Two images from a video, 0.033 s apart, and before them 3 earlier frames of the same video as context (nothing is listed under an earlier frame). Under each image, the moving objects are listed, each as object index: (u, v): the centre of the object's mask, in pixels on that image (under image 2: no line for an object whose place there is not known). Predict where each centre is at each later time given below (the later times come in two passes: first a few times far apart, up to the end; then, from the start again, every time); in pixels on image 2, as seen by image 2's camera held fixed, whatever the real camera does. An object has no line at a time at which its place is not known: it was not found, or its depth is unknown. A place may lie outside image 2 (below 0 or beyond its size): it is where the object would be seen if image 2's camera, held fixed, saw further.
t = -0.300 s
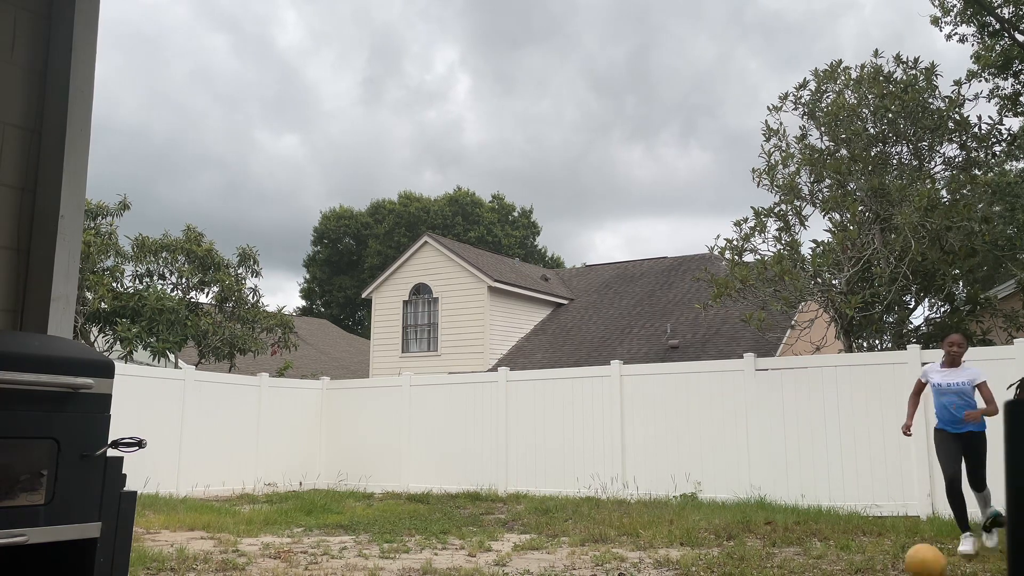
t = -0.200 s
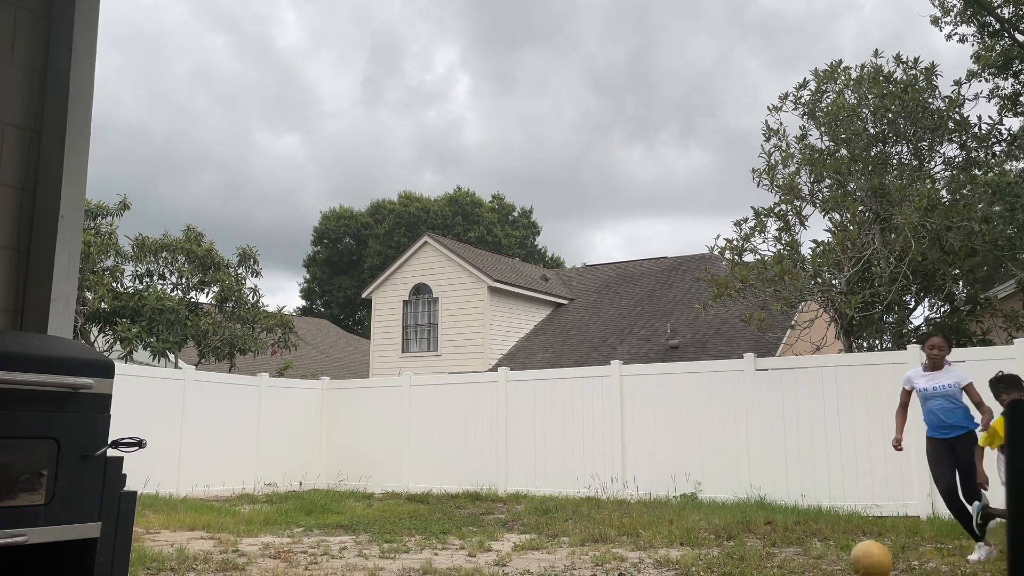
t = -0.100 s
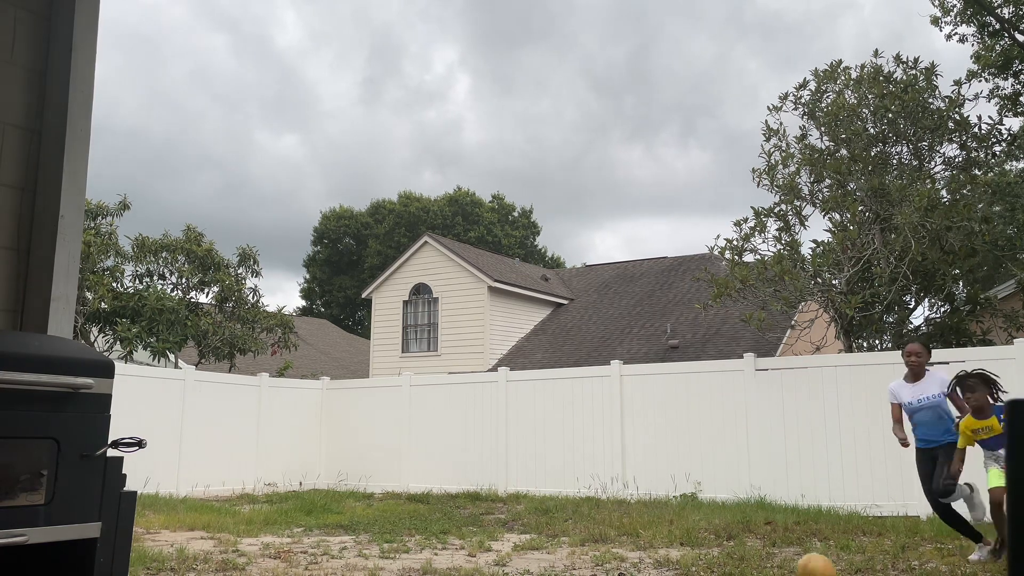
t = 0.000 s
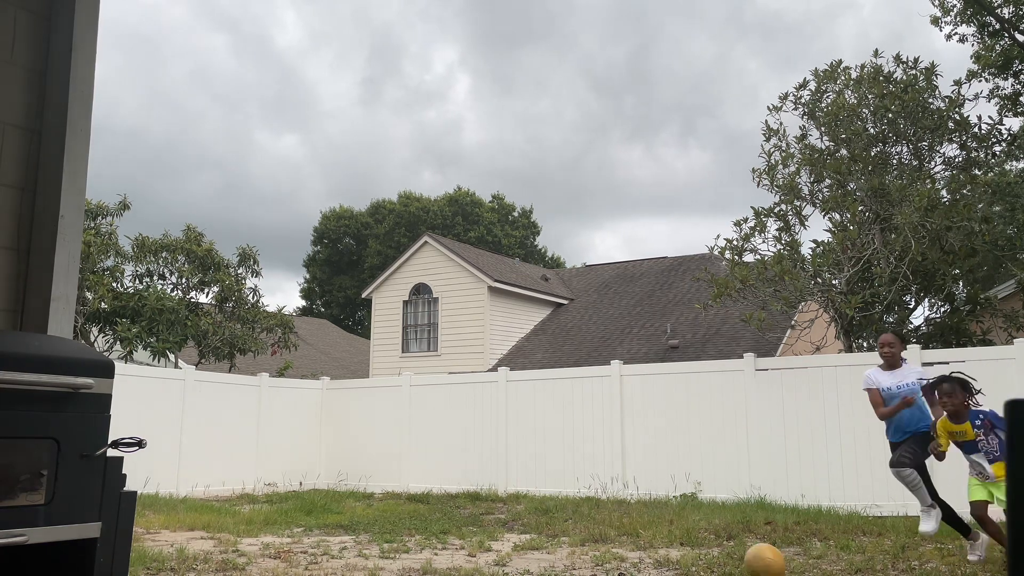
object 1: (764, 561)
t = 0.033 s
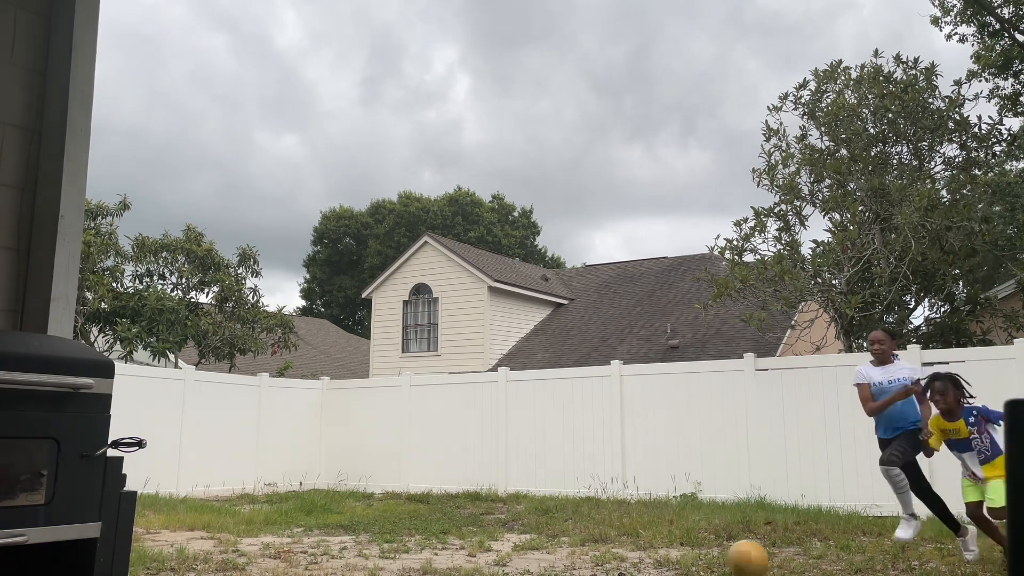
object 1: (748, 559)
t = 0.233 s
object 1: (646, 570)
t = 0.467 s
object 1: (516, 570)
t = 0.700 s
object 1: (414, 553)
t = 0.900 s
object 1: (352, 562)
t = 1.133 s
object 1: (276, 557)
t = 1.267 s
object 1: (236, 562)
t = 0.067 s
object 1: (731, 558)
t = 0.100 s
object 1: (714, 558)
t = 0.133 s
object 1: (697, 560)
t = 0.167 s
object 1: (680, 562)
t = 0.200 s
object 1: (663, 566)
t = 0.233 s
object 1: (646, 570)
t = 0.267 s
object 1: (628, 572)
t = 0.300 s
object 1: (609, 572)
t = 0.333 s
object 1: (591, 572)
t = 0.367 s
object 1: (570, 573)
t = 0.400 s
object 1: (553, 571)
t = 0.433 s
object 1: (535, 570)
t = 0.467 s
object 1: (516, 570)
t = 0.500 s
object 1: (498, 570)
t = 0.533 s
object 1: (478, 571)
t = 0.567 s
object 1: (461, 570)
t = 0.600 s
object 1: (448, 567)
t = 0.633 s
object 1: (436, 562)
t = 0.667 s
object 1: (425, 557)
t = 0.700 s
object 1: (414, 553)
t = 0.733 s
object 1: (404, 550)
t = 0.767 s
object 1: (393, 549)
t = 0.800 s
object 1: (383, 551)
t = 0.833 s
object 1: (372, 554)
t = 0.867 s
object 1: (362, 558)
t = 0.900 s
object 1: (352, 562)
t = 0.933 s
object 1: (341, 558)
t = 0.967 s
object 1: (330, 553)
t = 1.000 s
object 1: (319, 550)
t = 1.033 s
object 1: (308, 549)
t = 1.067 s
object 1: (297, 549)
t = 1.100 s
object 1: (286, 553)
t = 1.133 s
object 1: (276, 557)
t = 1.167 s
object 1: (266, 562)
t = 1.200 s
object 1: (255, 566)
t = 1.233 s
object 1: (245, 565)
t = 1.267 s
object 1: (236, 562)
